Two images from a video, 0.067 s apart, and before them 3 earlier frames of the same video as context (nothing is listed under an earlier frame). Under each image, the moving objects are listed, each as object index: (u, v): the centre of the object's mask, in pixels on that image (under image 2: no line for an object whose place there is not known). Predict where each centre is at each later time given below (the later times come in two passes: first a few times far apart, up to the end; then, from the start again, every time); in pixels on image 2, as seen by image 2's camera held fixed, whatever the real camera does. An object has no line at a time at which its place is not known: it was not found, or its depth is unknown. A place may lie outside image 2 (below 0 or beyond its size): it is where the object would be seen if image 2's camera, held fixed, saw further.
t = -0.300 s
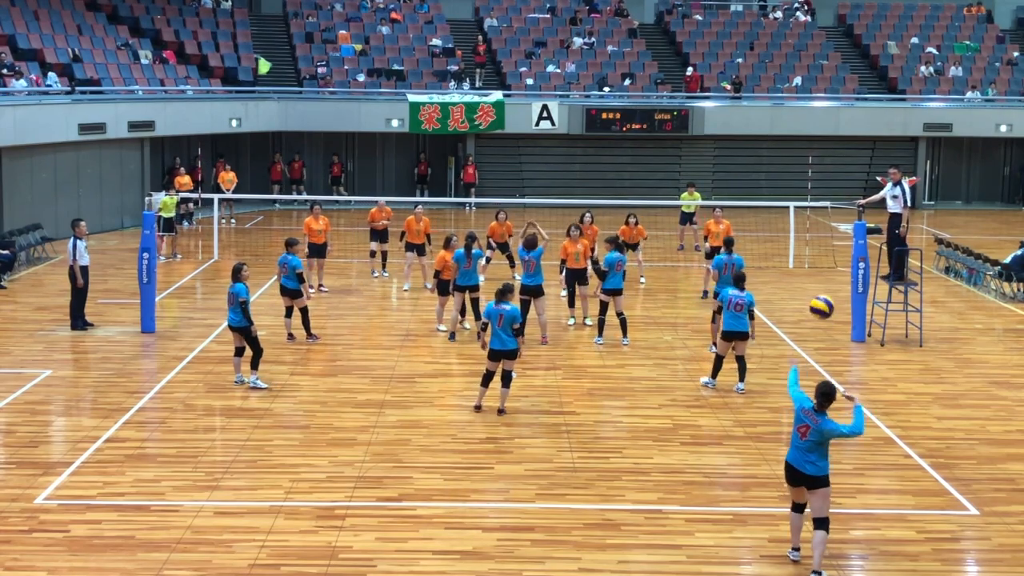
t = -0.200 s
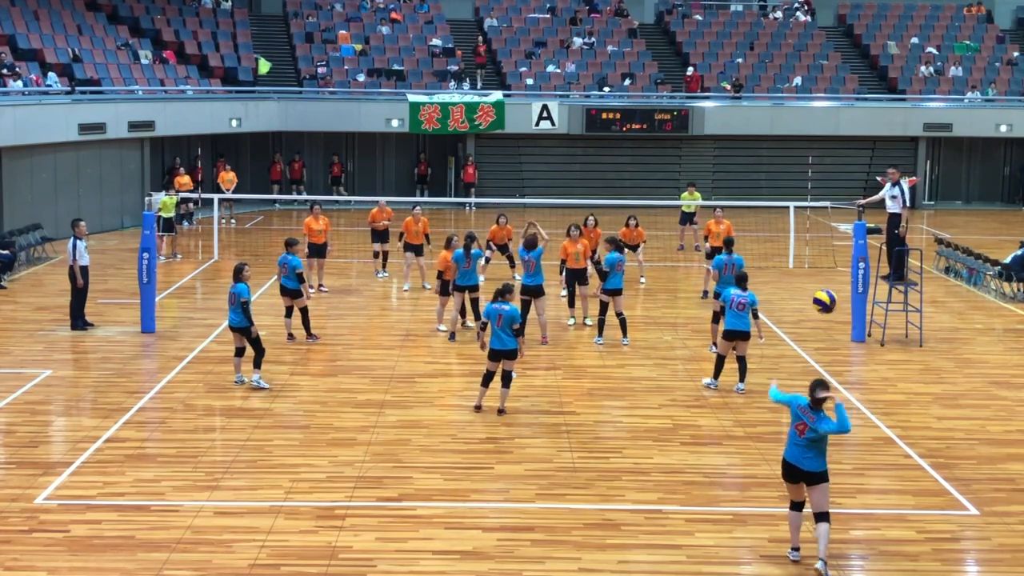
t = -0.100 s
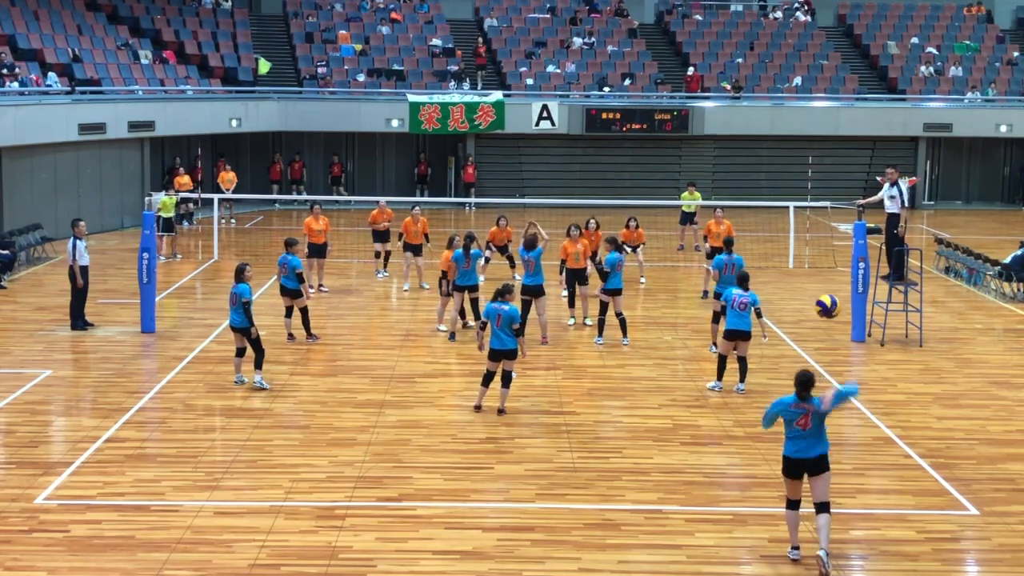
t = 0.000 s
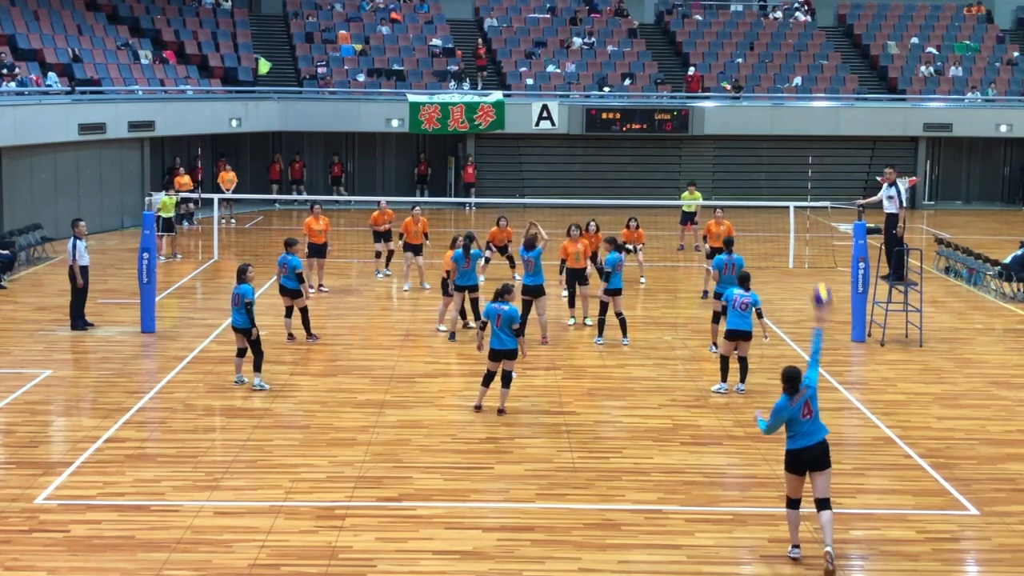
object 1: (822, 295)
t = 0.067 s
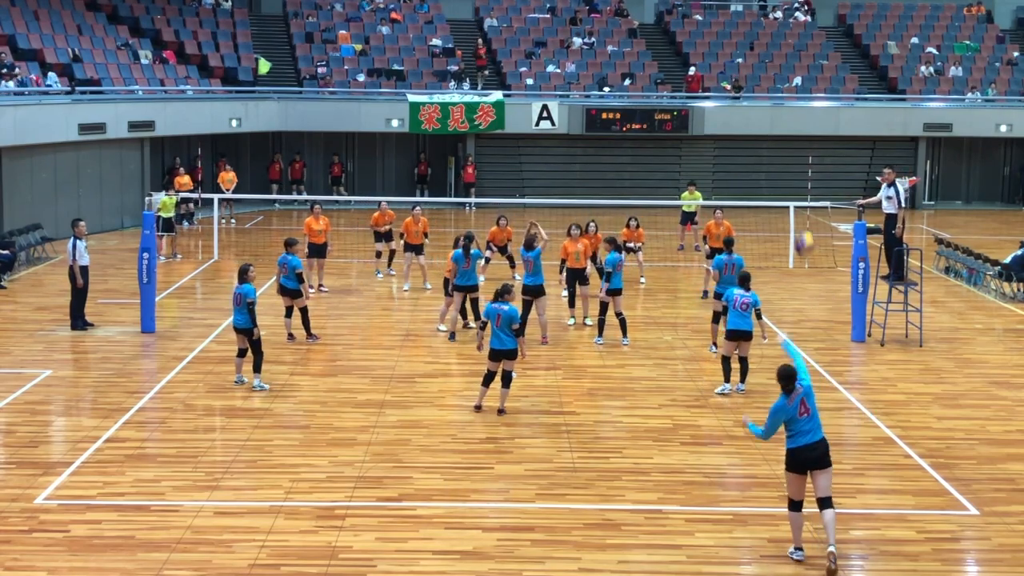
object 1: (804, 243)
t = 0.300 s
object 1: (761, 141)
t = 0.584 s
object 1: (720, 104)
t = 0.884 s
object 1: (681, 118)
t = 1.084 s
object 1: (660, 148)
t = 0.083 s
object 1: (801, 231)
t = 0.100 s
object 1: (797, 219)
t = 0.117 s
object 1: (794, 212)
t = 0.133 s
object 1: (791, 201)
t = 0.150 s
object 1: (788, 194)
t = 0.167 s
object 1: (785, 187)
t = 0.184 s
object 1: (782, 180)
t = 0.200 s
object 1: (779, 173)
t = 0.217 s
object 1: (776, 166)
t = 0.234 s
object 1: (772, 160)
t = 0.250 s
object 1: (770, 155)
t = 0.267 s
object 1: (767, 150)
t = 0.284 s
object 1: (764, 145)
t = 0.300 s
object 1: (761, 141)
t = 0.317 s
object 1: (759, 137)
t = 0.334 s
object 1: (756, 133)
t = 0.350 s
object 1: (753, 129)
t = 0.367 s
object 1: (751, 126)
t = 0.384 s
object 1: (749, 123)
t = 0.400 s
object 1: (746, 120)
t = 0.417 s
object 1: (744, 117)
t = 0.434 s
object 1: (742, 115)
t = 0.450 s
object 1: (739, 114)
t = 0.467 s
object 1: (737, 111)
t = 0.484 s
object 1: (734, 110)
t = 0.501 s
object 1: (732, 109)
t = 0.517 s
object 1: (730, 107)
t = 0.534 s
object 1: (727, 106)
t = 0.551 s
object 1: (725, 105)
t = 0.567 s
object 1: (723, 104)
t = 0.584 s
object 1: (720, 104)
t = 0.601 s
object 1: (717, 103)
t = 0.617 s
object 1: (715, 103)
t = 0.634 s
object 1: (713, 103)
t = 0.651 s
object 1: (710, 103)
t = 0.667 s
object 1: (708, 103)
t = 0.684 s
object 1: (706, 103)
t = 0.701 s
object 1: (704, 104)
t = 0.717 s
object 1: (701, 105)
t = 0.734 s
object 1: (698, 105)
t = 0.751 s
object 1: (697, 106)
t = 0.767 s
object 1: (695, 107)
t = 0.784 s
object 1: (693, 108)
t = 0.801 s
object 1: (691, 109)
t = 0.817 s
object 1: (689, 111)
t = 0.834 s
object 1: (687, 113)
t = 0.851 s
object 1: (685, 115)
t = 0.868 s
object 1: (683, 117)
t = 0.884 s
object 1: (681, 118)
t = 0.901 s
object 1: (679, 121)
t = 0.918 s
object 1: (677, 123)
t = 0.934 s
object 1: (675, 125)
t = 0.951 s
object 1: (673, 127)
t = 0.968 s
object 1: (671, 129)
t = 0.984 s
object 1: (670, 131)
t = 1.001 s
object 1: (668, 134)
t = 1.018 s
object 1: (667, 137)
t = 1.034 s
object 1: (665, 139)
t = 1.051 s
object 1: (663, 142)
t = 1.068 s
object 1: (662, 145)
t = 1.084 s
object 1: (660, 148)
